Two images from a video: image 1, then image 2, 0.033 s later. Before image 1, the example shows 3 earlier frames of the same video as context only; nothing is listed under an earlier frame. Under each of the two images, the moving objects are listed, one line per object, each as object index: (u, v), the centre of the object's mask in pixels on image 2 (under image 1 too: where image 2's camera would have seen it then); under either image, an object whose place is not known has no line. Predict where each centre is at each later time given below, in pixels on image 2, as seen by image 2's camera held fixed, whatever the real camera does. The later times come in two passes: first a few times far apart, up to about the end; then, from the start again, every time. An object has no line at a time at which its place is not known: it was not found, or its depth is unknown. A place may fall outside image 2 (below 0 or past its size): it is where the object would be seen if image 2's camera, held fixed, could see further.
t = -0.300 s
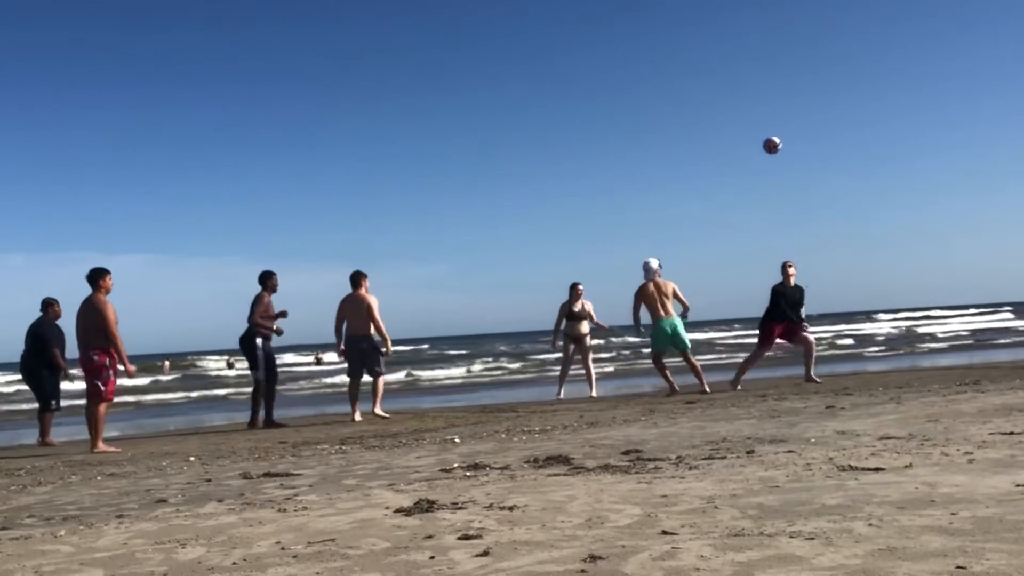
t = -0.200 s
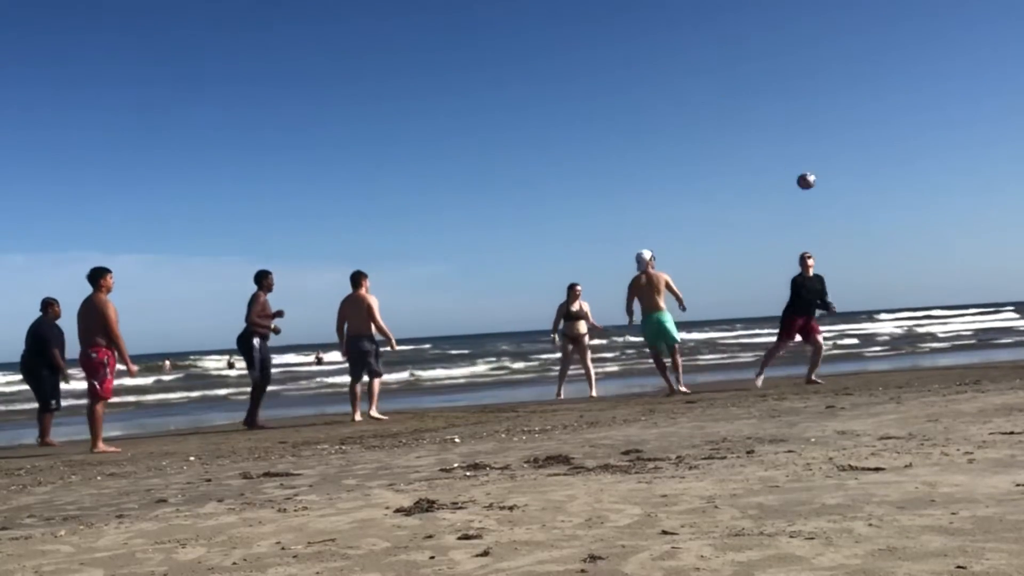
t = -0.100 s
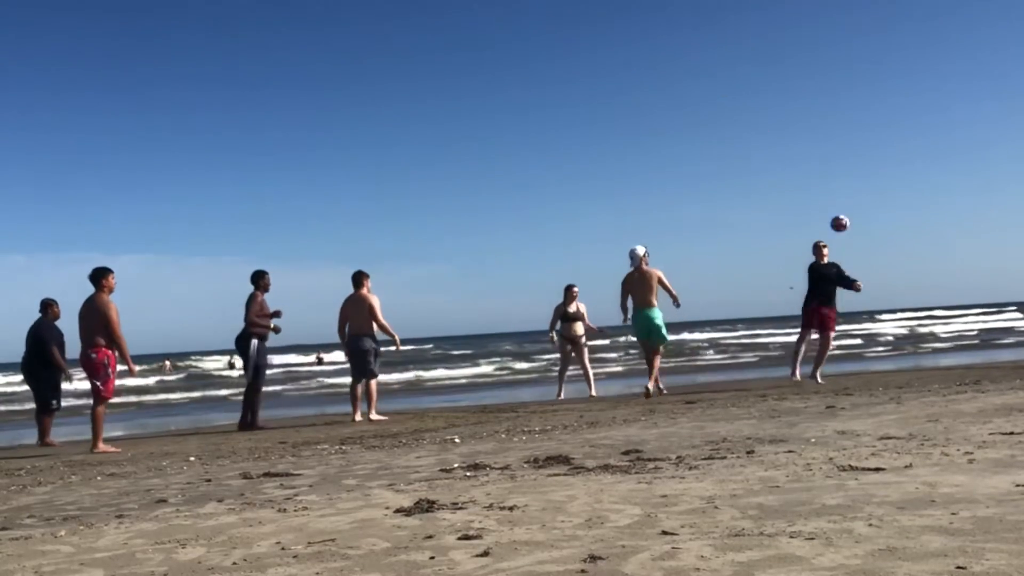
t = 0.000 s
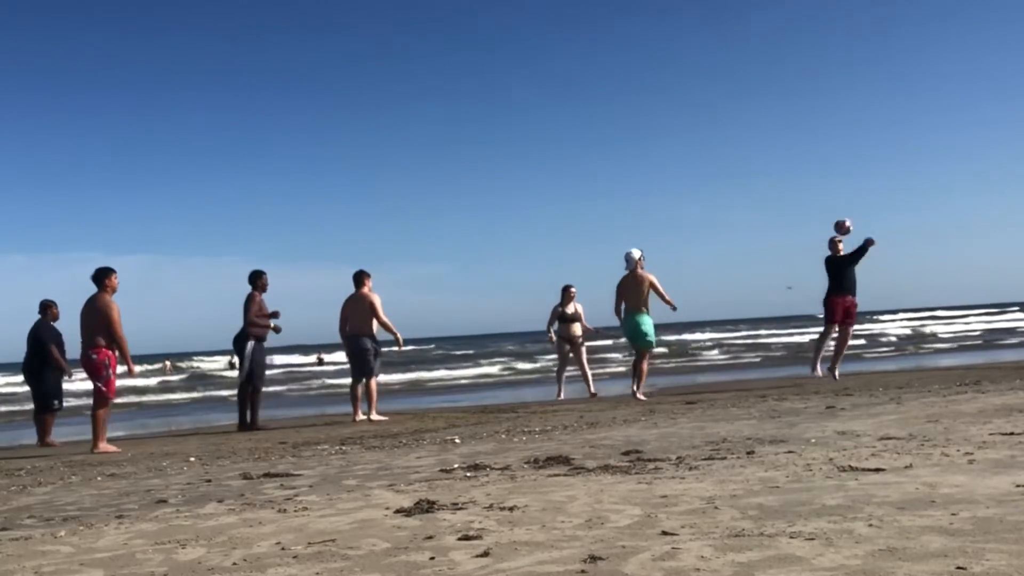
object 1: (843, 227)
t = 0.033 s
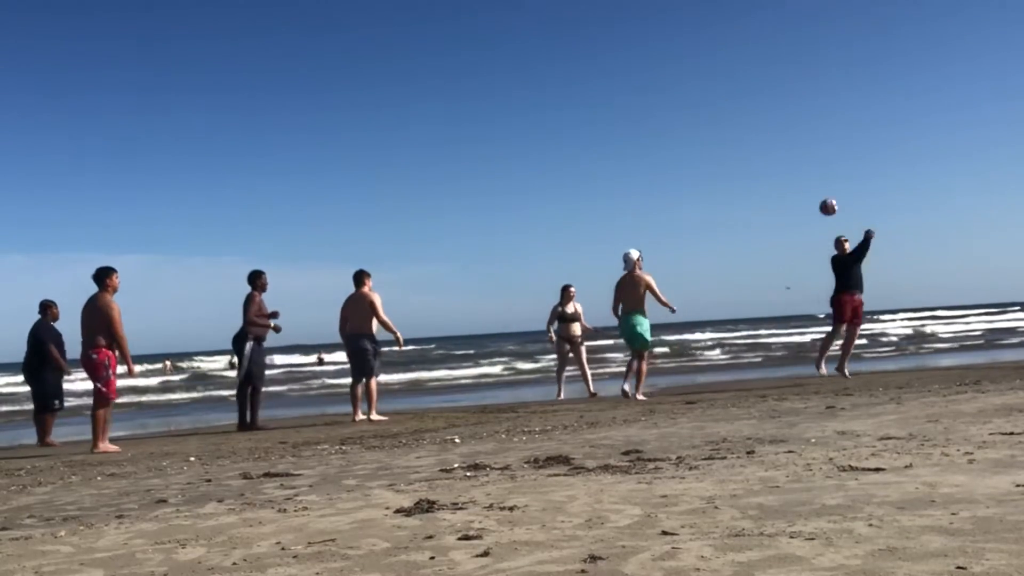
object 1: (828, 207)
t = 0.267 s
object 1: (734, 105)
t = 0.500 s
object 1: (652, 57)
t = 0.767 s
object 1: (571, 55)
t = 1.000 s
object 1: (512, 93)
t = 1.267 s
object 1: (456, 176)
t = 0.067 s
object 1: (814, 189)
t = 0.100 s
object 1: (800, 172)
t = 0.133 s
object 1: (786, 157)
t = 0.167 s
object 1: (773, 142)
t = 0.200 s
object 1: (760, 128)
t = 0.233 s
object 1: (747, 117)
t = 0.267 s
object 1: (734, 105)
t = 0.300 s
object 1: (721, 95)
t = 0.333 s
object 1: (709, 87)
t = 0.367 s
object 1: (697, 79)
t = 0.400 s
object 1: (686, 72)
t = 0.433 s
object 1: (674, 65)
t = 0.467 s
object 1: (663, 60)
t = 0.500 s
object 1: (652, 57)
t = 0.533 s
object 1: (641, 53)
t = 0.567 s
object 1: (630, 51)
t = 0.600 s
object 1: (620, 50)
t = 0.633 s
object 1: (610, 49)
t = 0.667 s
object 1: (600, 49)
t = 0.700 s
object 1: (591, 50)
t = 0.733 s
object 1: (581, 52)
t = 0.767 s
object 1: (571, 55)
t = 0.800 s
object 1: (562, 59)
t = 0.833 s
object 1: (553, 63)
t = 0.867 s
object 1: (544, 67)
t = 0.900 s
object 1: (536, 73)
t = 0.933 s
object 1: (528, 79)
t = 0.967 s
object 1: (520, 86)
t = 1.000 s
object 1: (512, 93)
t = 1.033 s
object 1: (504, 102)
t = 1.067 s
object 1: (497, 111)
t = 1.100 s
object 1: (489, 120)
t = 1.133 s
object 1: (483, 130)
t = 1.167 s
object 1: (476, 141)
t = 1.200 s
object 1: (469, 152)
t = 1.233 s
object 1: (462, 164)
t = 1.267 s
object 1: (456, 176)
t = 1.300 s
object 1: (450, 189)
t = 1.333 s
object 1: (444, 203)
